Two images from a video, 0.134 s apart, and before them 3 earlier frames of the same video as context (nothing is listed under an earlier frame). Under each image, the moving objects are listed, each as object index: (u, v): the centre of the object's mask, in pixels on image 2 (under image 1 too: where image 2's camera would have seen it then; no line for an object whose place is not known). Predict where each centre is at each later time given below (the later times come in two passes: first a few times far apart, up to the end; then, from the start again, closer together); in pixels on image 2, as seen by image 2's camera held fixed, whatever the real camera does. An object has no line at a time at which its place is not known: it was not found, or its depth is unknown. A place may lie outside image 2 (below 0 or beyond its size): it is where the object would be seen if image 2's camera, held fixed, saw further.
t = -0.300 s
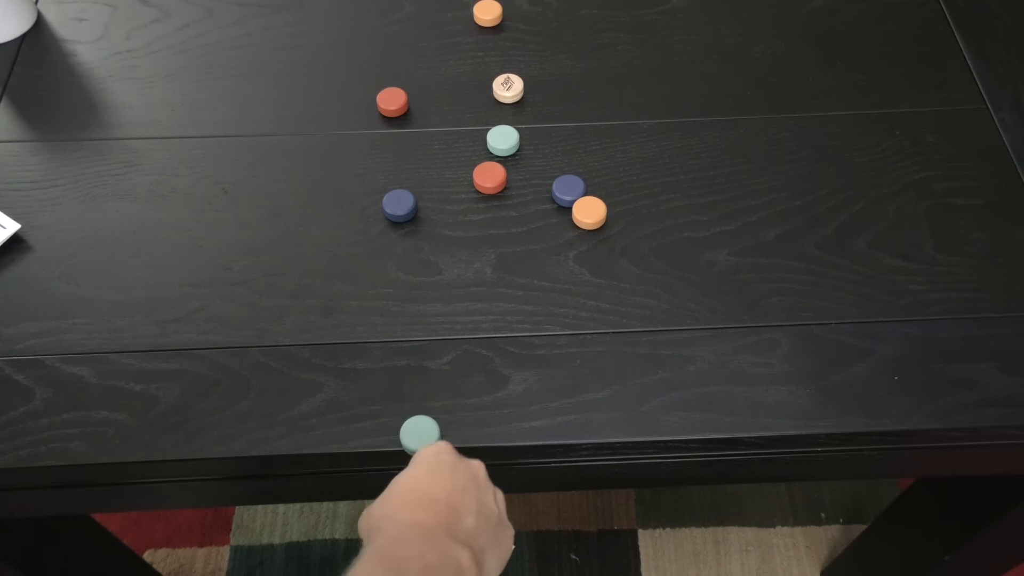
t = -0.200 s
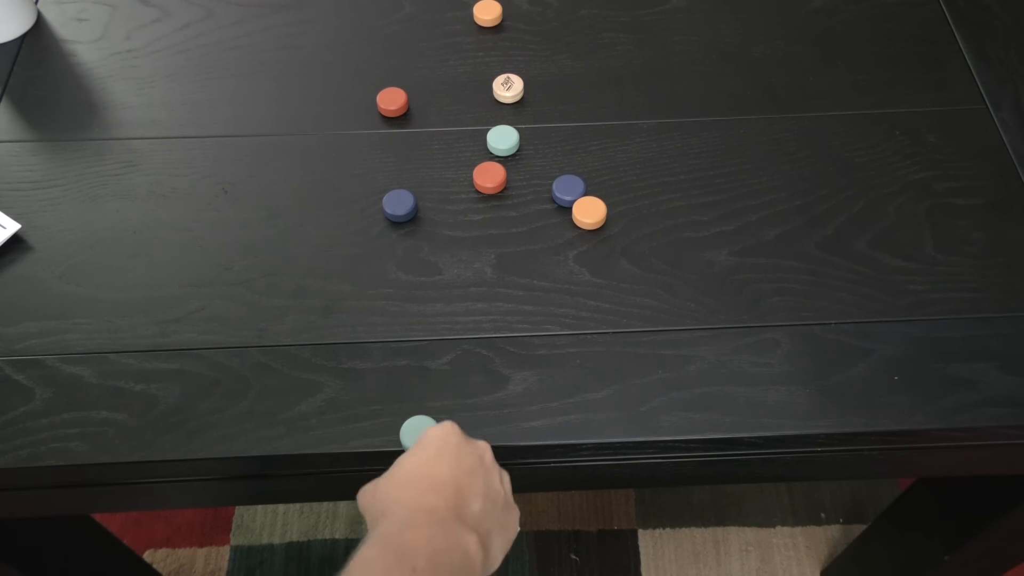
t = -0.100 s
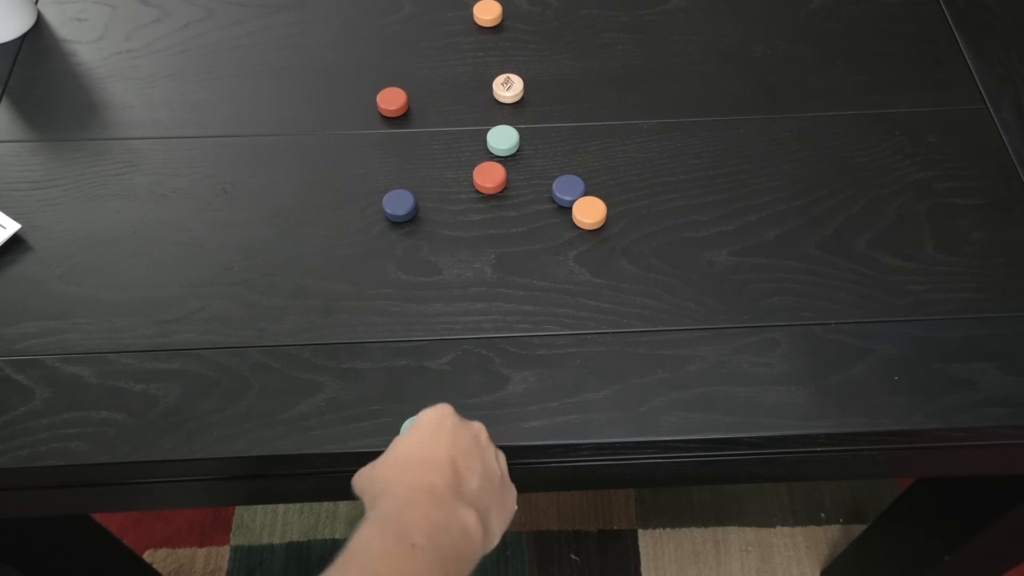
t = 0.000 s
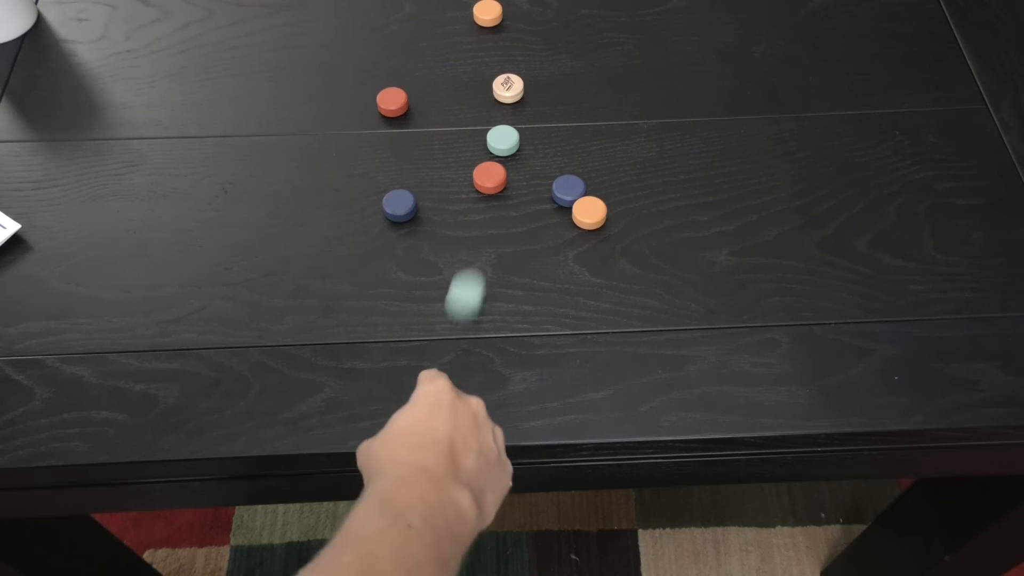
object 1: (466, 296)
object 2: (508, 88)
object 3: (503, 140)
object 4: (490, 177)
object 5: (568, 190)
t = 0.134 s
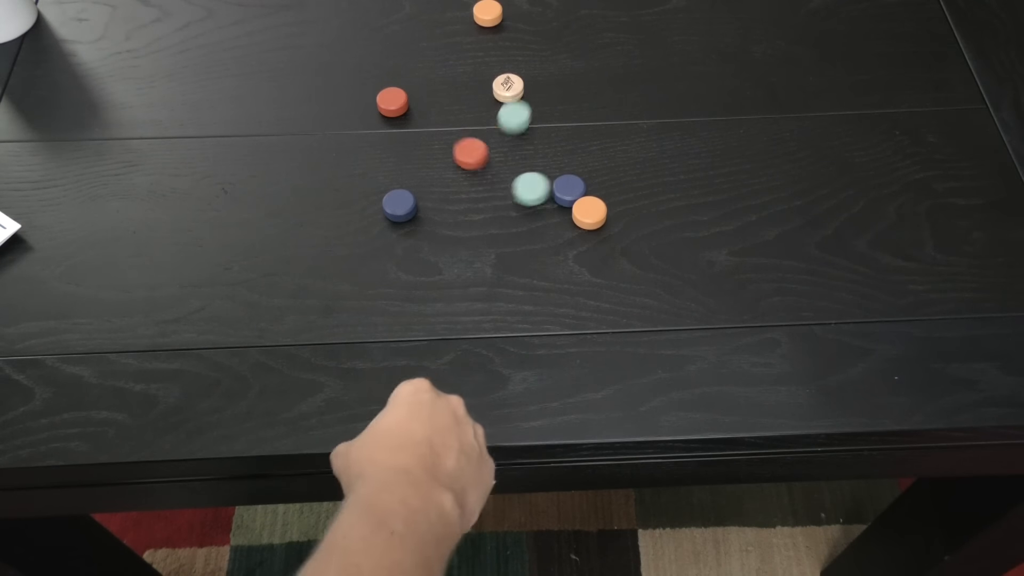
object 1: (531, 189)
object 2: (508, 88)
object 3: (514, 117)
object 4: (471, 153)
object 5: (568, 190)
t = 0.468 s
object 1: (534, 172)
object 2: (492, 45)
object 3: (551, 93)
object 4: (439, 136)
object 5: (588, 183)
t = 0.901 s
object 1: (539, 176)
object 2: (492, 44)
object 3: (551, 93)
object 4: (439, 136)
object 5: (588, 183)
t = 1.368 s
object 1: (539, 175)
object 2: (492, 45)
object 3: (551, 93)
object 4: (439, 137)
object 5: (588, 183)
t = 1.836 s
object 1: (540, 175)
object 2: (493, 45)
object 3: (552, 93)
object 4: (439, 137)
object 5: (588, 183)
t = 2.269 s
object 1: (540, 175)
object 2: (492, 45)
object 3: (551, 93)
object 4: (439, 137)
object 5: (588, 183)
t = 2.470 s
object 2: (493, 44)
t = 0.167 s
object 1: (537, 182)
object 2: (505, 81)
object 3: (524, 107)
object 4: (460, 148)
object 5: (574, 187)
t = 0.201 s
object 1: (540, 178)
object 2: (502, 72)
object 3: (533, 102)
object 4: (453, 144)
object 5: (580, 185)
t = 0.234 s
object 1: (541, 175)
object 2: (499, 63)
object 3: (541, 99)
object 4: (446, 141)
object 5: (586, 184)
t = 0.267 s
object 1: (541, 172)
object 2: (497, 56)
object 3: (546, 96)
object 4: (442, 138)
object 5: (588, 183)
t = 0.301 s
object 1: (541, 170)
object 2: (495, 51)
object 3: (549, 94)
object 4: (440, 137)
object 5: (588, 183)
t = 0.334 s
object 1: (539, 170)
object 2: (494, 48)
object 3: (551, 93)
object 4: (439, 137)
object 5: (588, 183)
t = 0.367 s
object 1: (538, 170)
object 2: (493, 45)
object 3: (551, 93)
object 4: (439, 137)
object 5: (588, 183)
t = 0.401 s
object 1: (536, 171)
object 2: (492, 45)
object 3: (551, 93)
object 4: (439, 137)
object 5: (588, 183)
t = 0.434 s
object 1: (535, 170)
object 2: (492, 45)
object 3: (551, 93)
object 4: (439, 137)
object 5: (588, 183)
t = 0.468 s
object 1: (534, 172)
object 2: (492, 45)
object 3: (551, 93)
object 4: (439, 136)
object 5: (588, 183)
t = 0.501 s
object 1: (534, 172)
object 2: (492, 45)
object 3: (551, 93)
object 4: (439, 136)
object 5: (588, 183)
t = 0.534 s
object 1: (533, 173)
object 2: (492, 45)
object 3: (551, 93)
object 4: (439, 137)
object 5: (588, 183)
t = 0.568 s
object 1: (533, 174)
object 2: (492, 45)
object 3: (551, 93)
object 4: (439, 137)
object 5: (588, 183)
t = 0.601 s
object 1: (533, 174)
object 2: (492, 45)
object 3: (551, 93)
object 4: (439, 137)
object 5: (588, 183)
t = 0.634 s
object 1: (533, 176)
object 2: (492, 45)
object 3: (551, 93)
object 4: (439, 136)
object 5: (588, 183)
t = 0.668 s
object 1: (534, 176)
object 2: (492, 45)
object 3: (551, 93)
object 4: (439, 136)
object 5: (588, 183)
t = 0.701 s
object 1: (535, 177)
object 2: (492, 45)
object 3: (551, 93)
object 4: (439, 137)
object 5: (588, 183)
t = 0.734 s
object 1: (535, 177)
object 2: (492, 45)
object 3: (551, 93)
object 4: (439, 136)
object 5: (588, 183)
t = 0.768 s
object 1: (536, 177)
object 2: (492, 45)
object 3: (551, 93)
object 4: (439, 137)
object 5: (588, 183)
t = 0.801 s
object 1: (537, 177)
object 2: (492, 45)
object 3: (551, 93)
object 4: (439, 136)
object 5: (588, 183)
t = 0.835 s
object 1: (538, 177)
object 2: (492, 45)
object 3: (551, 93)
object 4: (439, 136)
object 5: (588, 183)
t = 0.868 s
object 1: (538, 177)
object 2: (492, 45)
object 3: (551, 93)
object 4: (439, 136)
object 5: (588, 183)
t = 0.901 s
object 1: (539, 176)
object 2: (492, 44)
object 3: (551, 93)
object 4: (439, 136)
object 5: (588, 183)
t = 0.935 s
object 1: (539, 176)
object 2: (492, 45)
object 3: (551, 93)
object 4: (439, 136)
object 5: (588, 183)
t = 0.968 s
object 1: (539, 175)
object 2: (492, 45)
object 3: (551, 93)
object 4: (439, 136)
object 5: (588, 183)
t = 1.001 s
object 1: (539, 175)
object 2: (492, 45)
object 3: (551, 93)
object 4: (439, 137)
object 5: (588, 183)
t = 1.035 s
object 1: (539, 175)
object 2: (492, 45)
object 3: (551, 93)
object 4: (439, 137)
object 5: (588, 183)
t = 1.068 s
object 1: (539, 175)
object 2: (492, 45)
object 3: (551, 93)
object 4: (439, 137)
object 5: (588, 183)
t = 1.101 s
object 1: (539, 175)
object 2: (493, 45)
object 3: (551, 93)
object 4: (439, 137)
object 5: (588, 183)
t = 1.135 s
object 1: (539, 175)
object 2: (493, 45)
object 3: (551, 93)
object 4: (439, 137)
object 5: (588, 183)
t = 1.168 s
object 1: (539, 175)
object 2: (492, 45)
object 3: (551, 93)
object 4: (439, 137)
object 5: (588, 183)
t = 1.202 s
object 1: (539, 175)
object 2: (493, 45)
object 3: (551, 93)
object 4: (439, 137)
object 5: (588, 183)
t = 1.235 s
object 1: (539, 175)
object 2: (492, 45)
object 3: (551, 93)
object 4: (439, 137)
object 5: (588, 183)
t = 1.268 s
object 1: (539, 175)
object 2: (492, 45)
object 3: (551, 93)
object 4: (439, 136)
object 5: (588, 183)
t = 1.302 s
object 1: (539, 175)
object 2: (492, 45)
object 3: (551, 93)
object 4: (439, 137)
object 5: (588, 183)
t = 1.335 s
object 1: (540, 175)
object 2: (492, 45)
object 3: (551, 93)
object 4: (439, 137)
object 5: (588, 183)
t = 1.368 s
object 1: (539, 175)
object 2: (492, 45)
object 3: (551, 93)
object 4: (439, 137)
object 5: (588, 183)
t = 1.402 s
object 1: (539, 175)
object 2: (492, 45)
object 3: (551, 93)
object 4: (439, 136)
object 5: (588, 183)
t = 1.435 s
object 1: (539, 175)
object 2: (492, 45)
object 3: (551, 93)
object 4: (439, 137)
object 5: (588, 183)
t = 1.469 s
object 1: (539, 175)
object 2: (492, 44)
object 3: (551, 93)
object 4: (439, 136)
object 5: (588, 183)
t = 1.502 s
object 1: (539, 175)
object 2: (492, 45)
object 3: (551, 93)
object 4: (439, 136)
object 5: (588, 183)
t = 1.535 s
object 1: (539, 175)
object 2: (492, 45)
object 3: (551, 93)
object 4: (439, 136)
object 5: (588, 183)
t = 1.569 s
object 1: (539, 175)
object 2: (492, 45)
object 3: (551, 93)
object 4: (439, 137)
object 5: (588, 183)
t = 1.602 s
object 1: (539, 175)
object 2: (492, 44)
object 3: (551, 93)
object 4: (439, 136)
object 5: (588, 183)
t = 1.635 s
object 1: (539, 175)
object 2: (492, 45)
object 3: (551, 93)
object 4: (439, 137)
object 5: (588, 183)
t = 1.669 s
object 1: (539, 175)
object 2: (492, 45)
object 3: (551, 93)
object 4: (439, 136)
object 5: (588, 183)
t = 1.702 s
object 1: (539, 175)
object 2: (492, 45)
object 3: (551, 93)
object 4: (439, 137)
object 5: (588, 183)
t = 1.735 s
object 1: (540, 175)
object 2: (492, 45)
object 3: (551, 93)
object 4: (439, 137)
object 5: (588, 183)
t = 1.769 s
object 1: (540, 175)
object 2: (492, 45)
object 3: (551, 93)
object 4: (439, 137)
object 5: (588, 183)
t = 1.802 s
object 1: (540, 175)
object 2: (492, 45)
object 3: (551, 93)
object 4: (439, 137)
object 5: (588, 183)
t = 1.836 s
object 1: (540, 175)
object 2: (493, 45)
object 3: (552, 93)
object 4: (439, 137)
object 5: (588, 183)
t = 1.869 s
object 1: (540, 175)
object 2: (492, 45)
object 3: (551, 93)
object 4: (439, 137)
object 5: (588, 183)
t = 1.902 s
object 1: (539, 175)
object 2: (492, 45)
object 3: (551, 93)
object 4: (439, 137)
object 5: (588, 183)
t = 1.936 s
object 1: (539, 175)
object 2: (492, 45)
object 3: (551, 93)
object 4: (439, 137)
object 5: (588, 183)
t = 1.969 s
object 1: (540, 175)
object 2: (492, 44)
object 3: (551, 93)
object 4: (439, 137)
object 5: (588, 183)
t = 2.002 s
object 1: (540, 175)
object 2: (492, 44)
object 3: (551, 93)
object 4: (439, 137)
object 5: (588, 183)
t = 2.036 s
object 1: (539, 175)
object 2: (492, 45)
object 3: (551, 93)
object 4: (439, 137)
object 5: (588, 183)
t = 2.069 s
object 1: (539, 175)
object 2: (492, 45)
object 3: (551, 93)
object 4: (439, 137)
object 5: (588, 183)
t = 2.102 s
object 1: (539, 175)
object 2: (492, 44)
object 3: (551, 93)
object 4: (439, 137)
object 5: (588, 183)
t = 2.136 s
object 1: (540, 175)
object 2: (492, 44)
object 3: (551, 93)
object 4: (439, 137)
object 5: (588, 183)
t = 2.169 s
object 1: (539, 175)
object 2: (492, 45)
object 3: (551, 93)
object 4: (439, 137)
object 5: (588, 183)
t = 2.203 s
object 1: (539, 175)
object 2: (492, 45)
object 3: (551, 93)
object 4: (439, 136)
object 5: (588, 183)
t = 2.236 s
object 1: (539, 175)
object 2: (492, 45)
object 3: (551, 93)
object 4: (439, 136)
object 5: (588, 183)
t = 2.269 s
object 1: (540, 175)
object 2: (492, 45)
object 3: (551, 93)
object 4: (439, 137)
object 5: (588, 183)
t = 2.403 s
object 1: (539, 175)
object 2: (492, 44)
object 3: (551, 92)
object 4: (439, 136)
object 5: (588, 183)
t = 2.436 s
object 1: (539, 175)
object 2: (492, 44)
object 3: (551, 92)
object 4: (439, 136)
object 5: (588, 183)
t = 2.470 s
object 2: (493, 44)
